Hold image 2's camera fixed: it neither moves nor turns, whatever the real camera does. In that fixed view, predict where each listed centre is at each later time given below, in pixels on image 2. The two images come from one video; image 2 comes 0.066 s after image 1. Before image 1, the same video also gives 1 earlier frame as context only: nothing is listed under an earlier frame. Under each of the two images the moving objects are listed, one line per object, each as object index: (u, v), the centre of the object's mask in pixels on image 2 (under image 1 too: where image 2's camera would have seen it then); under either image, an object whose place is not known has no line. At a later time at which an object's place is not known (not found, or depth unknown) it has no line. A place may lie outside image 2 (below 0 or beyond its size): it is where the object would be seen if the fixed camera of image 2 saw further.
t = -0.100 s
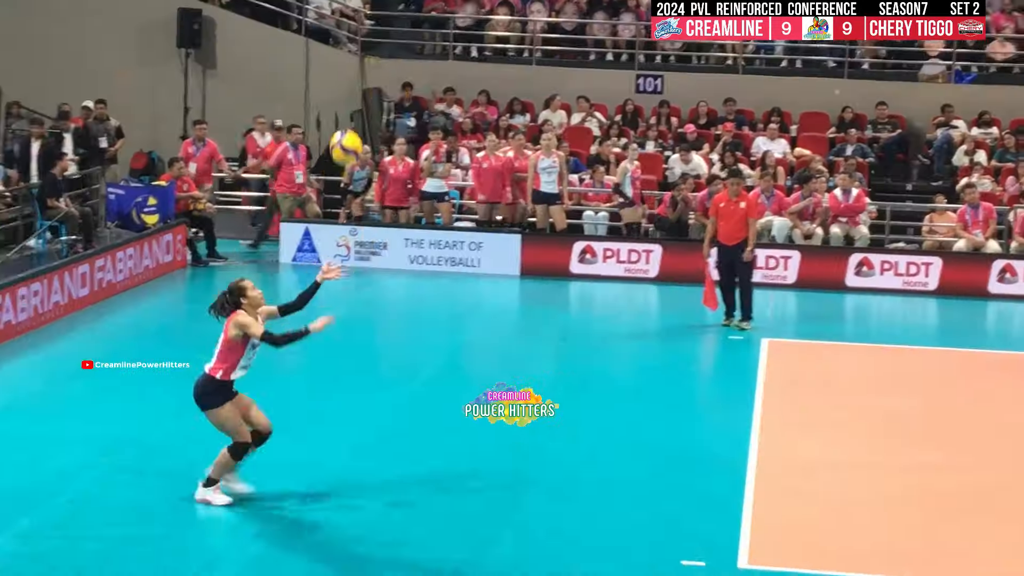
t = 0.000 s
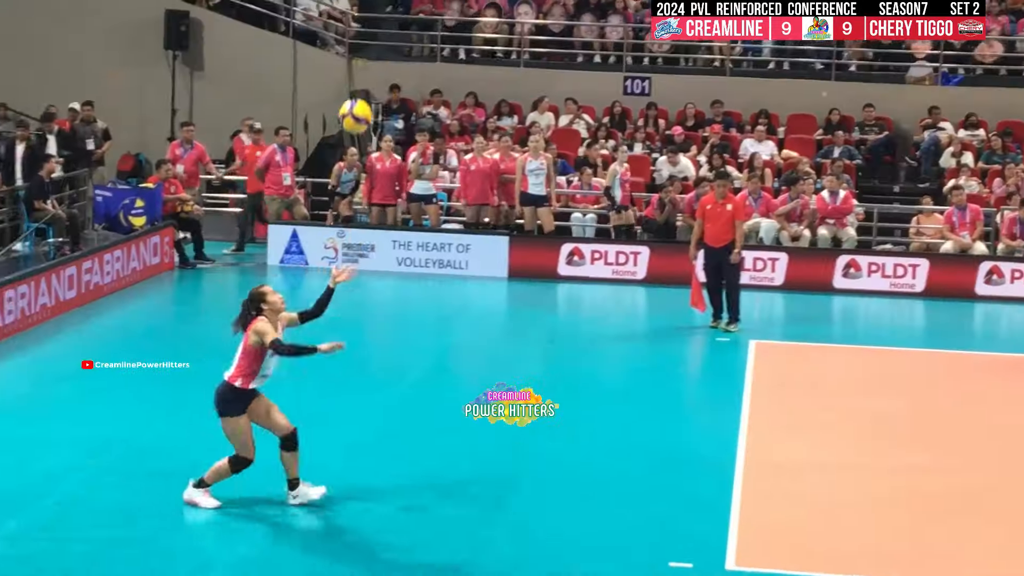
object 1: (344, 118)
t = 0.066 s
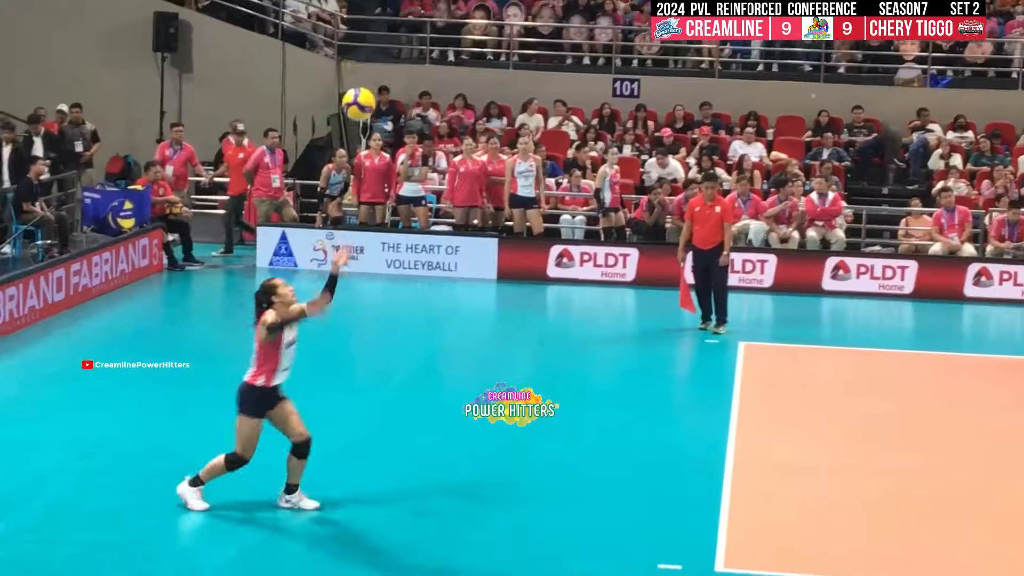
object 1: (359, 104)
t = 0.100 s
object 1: (366, 100)
